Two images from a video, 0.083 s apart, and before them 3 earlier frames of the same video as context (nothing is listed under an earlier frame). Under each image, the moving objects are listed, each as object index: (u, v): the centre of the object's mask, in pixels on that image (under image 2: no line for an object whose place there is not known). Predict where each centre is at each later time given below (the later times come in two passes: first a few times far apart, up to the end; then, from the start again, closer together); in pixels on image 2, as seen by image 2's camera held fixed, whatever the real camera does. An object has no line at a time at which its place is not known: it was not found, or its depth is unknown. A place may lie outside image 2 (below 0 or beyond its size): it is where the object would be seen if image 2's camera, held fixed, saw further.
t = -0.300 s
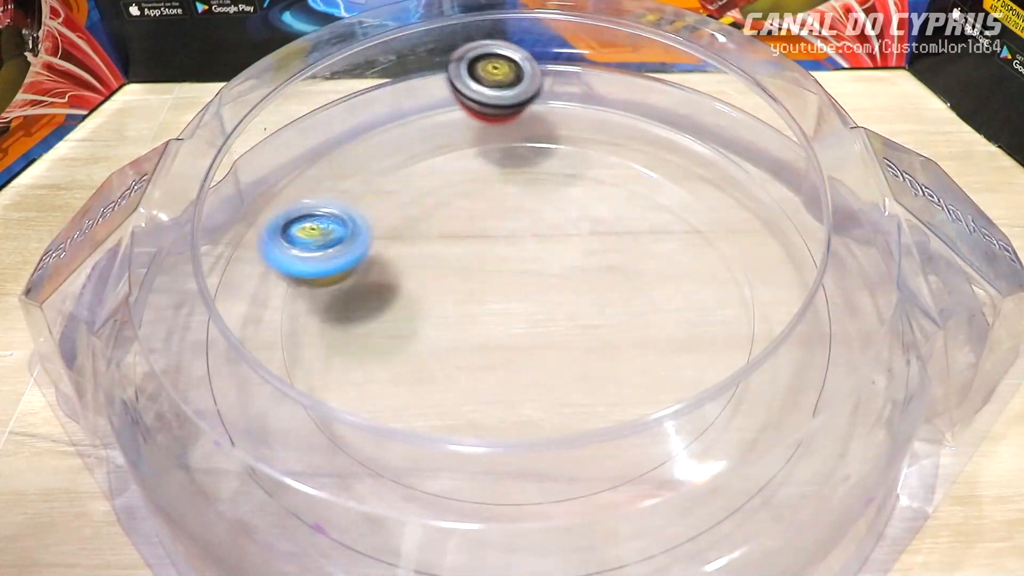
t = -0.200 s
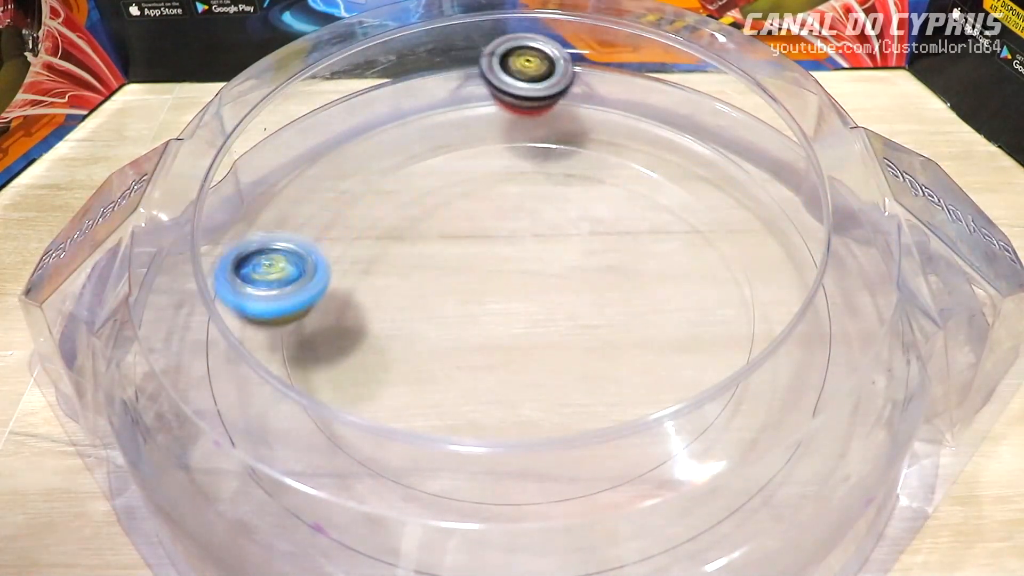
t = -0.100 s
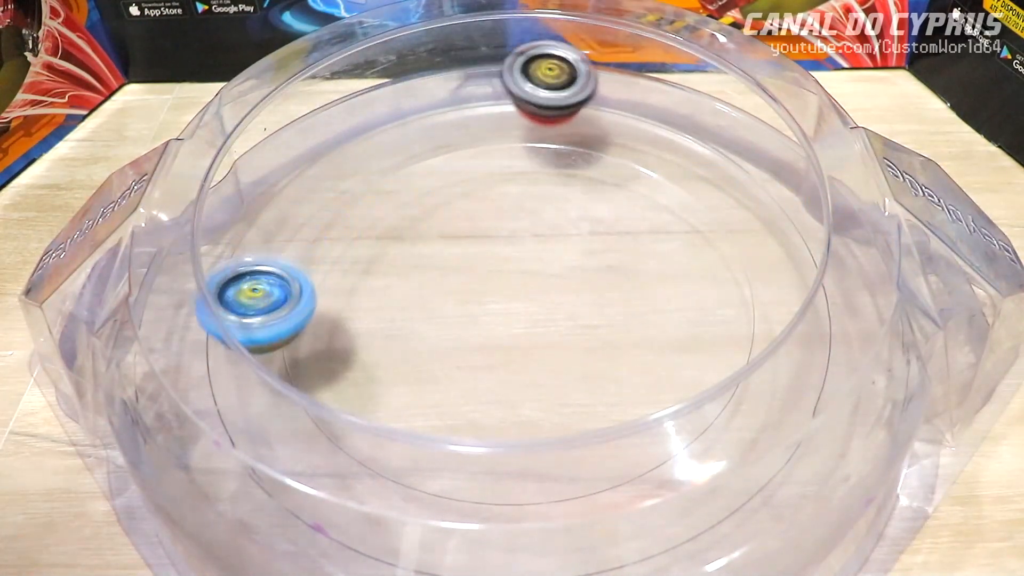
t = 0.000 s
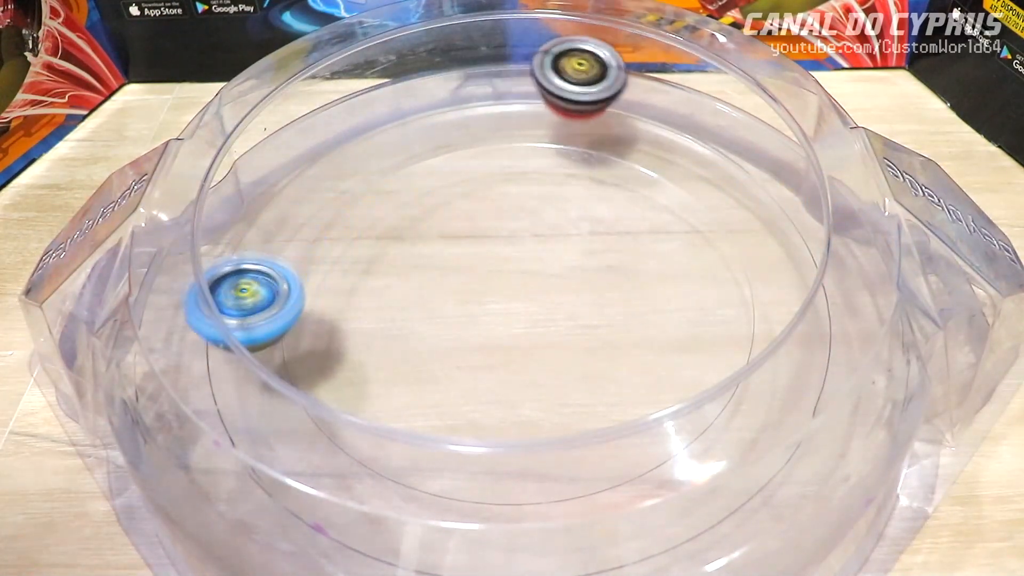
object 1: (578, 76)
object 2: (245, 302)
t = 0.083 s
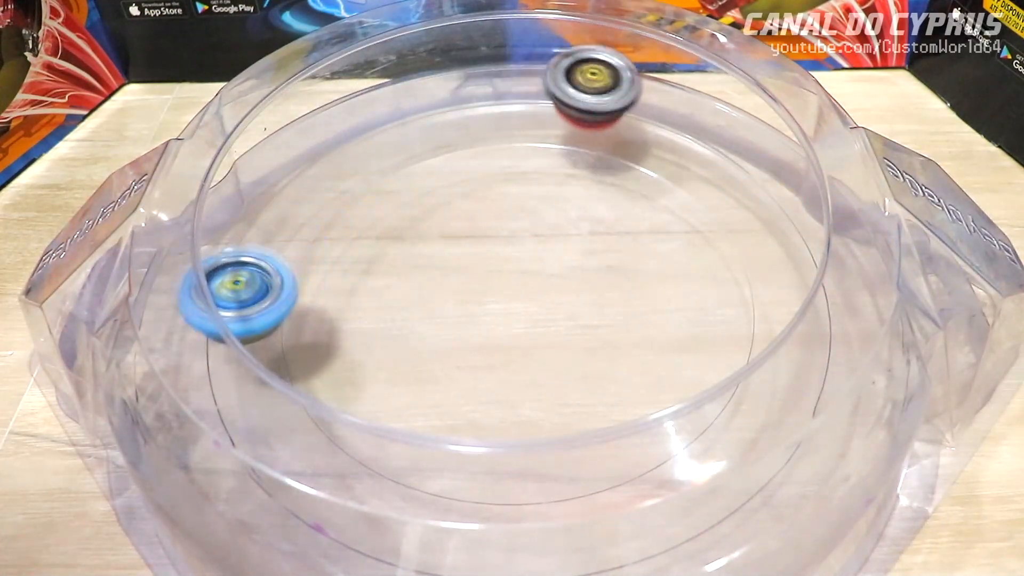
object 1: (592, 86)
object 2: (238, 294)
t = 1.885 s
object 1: (731, 317)
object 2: (556, 295)
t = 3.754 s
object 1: (570, 146)
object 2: (635, 282)
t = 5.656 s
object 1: (302, 240)
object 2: (507, 198)
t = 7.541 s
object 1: (477, 265)
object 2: (594, 212)
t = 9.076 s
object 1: (540, 290)
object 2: (445, 198)
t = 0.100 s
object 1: (596, 86)
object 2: (237, 293)
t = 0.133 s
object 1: (605, 86)
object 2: (235, 289)
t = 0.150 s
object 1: (611, 86)
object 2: (234, 287)
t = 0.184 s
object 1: (620, 84)
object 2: (233, 283)
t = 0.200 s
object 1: (622, 85)
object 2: (233, 281)
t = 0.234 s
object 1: (623, 90)
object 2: (234, 277)
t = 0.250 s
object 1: (625, 91)
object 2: (234, 274)
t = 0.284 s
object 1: (629, 94)
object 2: (235, 271)
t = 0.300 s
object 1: (631, 95)
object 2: (236, 269)
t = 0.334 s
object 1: (641, 96)
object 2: (238, 265)
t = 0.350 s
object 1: (647, 96)
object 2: (238, 264)
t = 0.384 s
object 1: (656, 94)
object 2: (242, 259)
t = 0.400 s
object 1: (658, 96)
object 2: (243, 257)
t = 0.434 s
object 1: (658, 100)
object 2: (248, 253)
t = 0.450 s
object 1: (658, 101)
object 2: (250, 251)
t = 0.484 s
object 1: (662, 103)
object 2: (253, 248)
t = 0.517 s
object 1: (669, 105)
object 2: (256, 245)
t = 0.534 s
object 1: (675, 106)
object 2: (258, 244)
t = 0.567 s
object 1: (685, 107)
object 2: (264, 242)
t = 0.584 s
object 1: (687, 108)
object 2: (267, 239)
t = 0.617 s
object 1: (689, 111)
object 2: (272, 238)
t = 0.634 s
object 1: (688, 112)
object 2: (276, 236)
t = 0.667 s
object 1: (690, 115)
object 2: (281, 235)
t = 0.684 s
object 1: (692, 117)
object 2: (284, 234)
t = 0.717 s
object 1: (699, 122)
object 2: (292, 236)
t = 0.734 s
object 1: (704, 124)
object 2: (298, 238)
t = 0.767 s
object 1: (712, 129)
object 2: (312, 245)
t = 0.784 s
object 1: (716, 131)
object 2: (321, 248)
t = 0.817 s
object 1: (727, 136)
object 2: (338, 256)
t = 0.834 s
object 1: (731, 138)
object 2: (346, 262)
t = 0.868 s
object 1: (741, 143)
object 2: (367, 272)
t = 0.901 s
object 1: (747, 148)
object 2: (390, 281)
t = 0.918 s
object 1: (747, 151)
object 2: (401, 285)
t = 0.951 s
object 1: (752, 154)
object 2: (426, 295)
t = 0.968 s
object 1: (756, 158)
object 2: (438, 300)
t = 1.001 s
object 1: (758, 164)
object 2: (464, 307)
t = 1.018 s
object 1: (762, 166)
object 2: (474, 310)
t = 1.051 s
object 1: (767, 172)
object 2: (496, 314)
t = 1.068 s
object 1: (767, 176)
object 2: (506, 314)
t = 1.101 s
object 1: (772, 182)
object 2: (523, 314)
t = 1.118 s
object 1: (777, 185)
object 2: (532, 314)
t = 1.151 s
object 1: (778, 194)
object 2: (545, 312)
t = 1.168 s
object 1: (784, 196)
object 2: (552, 311)
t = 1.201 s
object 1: (788, 203)
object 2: (563, 308)
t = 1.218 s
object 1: (789, 206)
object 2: (568, 307)
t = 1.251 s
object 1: (793, 212)
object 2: (575, 304)
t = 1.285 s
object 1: (795, 218)
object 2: (583, 301)
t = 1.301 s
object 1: (796, 222)
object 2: (586, 299)
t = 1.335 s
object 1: (799, 230)
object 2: (590, 296)
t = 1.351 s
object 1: (800, 233)
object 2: (592, 293)
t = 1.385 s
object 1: (801, 240)
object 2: (595, 290)
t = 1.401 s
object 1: (801, 244)
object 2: (596, 289)
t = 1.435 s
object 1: (801, 251)
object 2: (597, 286)
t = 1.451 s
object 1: (801, 255)
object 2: (598, 285)
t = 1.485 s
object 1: (801, 262)
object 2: (597, 282)
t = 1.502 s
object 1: (800, 264)
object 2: (597, 281)
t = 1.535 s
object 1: (799, 271)
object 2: (596, 280)
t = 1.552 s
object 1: (799, 274)
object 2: (594, 279)
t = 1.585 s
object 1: (796, 280)
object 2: (592, 279)
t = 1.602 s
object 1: (794, 282)
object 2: (590, 279)
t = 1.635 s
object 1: (791, 289)
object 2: (586, 279)
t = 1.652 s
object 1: (788, 293)
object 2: (584, 280)
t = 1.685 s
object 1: (784, 299)
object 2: (580, 281)
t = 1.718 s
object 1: (778, 304)
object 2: (576, 283)
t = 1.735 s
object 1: (774, 307)
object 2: (574, 284)
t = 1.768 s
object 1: (768, 312)
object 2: (570, 286)
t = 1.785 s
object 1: (765, 315)
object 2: (568, 287)
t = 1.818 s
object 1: (757, 318)
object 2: (564, 290)
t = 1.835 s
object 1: (753, 319)
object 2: (562, 292)
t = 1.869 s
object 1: (739, 318)
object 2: (558, 294)
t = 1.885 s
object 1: (731, 317)
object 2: (556, 295)
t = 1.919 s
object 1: (713, 314)
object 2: (552, 298)
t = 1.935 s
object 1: (702, 310)
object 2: (550, 299)
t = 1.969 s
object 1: (680, 301)
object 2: (545, 302)
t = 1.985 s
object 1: (666, 296)
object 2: (543, 303)
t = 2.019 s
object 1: (655, 279)
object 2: (524, 304)
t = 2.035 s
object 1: (657, 270)
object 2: (505, 303)
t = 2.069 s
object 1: (654, 253)
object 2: (470, 296)
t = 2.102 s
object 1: (641, 239)
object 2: (438, 290)
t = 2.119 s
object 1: (632, 232)
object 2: (424, 287)
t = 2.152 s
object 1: (607, 224)
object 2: (398, 283)
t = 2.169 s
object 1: (592, 221)
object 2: (387, 282)
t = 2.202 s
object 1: (559, 221)
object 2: (367, 281)
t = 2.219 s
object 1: (542, 221)
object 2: (359, 280)
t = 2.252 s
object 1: (506, 227)
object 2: (344, 282)
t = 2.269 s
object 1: (491, 237)
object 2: (339, 283)
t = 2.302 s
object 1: (456, 244)
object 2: (328, 287)
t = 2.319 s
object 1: (445, 257)
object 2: (325, 288)
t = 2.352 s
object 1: (436, 271)
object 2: (302, 294)
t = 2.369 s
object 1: (441, 277)
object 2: (284, 299)
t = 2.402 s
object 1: (454, 291)
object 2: (250, 311)
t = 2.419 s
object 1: (461, 300)
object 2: (231, 319)
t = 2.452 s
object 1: (477, 315)
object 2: (203, 328)
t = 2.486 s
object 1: (502, 334)
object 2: (187, 333)
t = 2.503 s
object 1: (514, 337)
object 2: (183, 338)
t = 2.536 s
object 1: (545, 345)
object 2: (169, 343)
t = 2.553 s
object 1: (560, 344)
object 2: (168, 342)
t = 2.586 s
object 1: (591, 341)
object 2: (172, 339)
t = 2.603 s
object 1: (605, 336)
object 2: (173, 336)
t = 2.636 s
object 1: (631, 324)
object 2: (177, 329)
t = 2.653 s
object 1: (640, 313)
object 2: (178, 326)
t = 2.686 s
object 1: (655, 295)
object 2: (181, 317)
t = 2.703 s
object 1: (659, 284)
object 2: (183, 314)
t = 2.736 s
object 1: (661, 261)
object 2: (184, 308)
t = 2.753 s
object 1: (657, 249)
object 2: (184, 303)
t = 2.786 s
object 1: (646, 228)
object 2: (185, 297)
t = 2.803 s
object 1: (636, 219)
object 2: (186, 294)
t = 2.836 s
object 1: (612, 203)
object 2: (187, 286)
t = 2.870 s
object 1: (583, 192)
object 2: (189, 279)
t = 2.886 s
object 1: (565, 189)
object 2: (190, 275)
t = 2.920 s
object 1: (531, 186)
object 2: (194, 269)
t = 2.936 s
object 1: (513, 187)
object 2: (198, 265)
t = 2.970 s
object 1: (477, 192)
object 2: (204, 259)
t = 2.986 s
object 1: (459, 198)
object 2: (207, 256)
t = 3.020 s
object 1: (428, 212)
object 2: (213, 250)
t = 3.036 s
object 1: (413, 221)
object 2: (217, 248)
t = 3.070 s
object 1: (389, 240)
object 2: (229, 247)
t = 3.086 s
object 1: (379, 253)
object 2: (237, 247)
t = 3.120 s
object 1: (365, 280)
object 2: (254, 243)
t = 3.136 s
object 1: (363, 292)
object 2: (259, 238)
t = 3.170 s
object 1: (365, 321)
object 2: (270, 233)
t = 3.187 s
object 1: (369, 335)
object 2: (275, 228)
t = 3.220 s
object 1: (388, 367)
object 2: (288, 221)
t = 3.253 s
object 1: (417, 388)
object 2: (300, 216)
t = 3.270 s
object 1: (433, 404)
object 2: (306, 214)
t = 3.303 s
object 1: (472, 419)
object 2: (323, 213)
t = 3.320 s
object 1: (494, 425)
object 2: (331, 216)
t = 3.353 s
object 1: (542, 427)
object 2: (350, 220)
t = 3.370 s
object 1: (565, 426)
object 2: (360, 222)
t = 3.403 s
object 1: (609, 414)
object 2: (381, 229)
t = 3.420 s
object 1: (637, 413)
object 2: (391, 232)
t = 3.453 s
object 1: (669, 381)
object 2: (414, 242)
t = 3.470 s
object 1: (685, 372)
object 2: (424, 245)
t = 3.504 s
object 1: (706, 337)
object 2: (449, 256)
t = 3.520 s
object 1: (714, 322)
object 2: (460, 262)
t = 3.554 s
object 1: (719, 291)
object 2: (484, 271)
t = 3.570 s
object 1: (717, 273)
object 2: (496, 276)
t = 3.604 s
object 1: (707, 241)
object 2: (520, 284)
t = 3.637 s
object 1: (687, 213)
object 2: (547, 289)
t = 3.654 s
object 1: (673, 200)
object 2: (561, 291)
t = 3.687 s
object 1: (644, 176)
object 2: (588, 289)
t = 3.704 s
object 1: (627, 167)
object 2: (602, 288)
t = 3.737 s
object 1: (588, 150)
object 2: (624, 284)
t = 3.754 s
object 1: (570, 146)
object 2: (635, 282)
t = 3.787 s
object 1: (528, 138)
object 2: (657, 276)
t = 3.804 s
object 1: (507, 136)
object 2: (665, 273)
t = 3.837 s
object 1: (465, 137)
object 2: (680, 267)
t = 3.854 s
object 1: (445, 137)
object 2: (686, 266)
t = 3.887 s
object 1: (406, 143)
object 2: (693, 263)
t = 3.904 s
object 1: (386, 148)
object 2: (695, 261)
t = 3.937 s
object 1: (350, 163)
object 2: (697, 260)
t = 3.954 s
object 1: (334, 172)
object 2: (696, 260)
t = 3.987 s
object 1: (303, 192)
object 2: (693, 259)
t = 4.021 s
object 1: (275, 209)
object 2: (688, 260)
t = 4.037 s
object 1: (260, 218)
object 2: (685, 262)
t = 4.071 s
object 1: (240, 232)
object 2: (676, 264)
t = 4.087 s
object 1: (229, 241)
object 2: (671, 265)
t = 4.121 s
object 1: (211, 257)
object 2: (656, 268)
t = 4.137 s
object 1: (207, 264)
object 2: (649, 270)
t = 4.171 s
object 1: (206, 284)
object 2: (633, 273)
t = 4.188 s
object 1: (210, 295)
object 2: (623, 275)
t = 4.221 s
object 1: (216, 317)
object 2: (604, 280)
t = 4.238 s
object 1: (218, 327)
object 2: (594, 283)
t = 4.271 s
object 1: (220, 345)
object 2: (572, 288)
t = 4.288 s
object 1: (220, 354)
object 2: (562, 290)
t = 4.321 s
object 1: (222, 371)
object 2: (539, 295)
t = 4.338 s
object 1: (224, 380)
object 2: (527, 298)
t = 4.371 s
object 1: (236, 398)
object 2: (503, 304)
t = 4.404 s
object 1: (249, 413)
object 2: (482, 311)
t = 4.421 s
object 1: (257, 420)
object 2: (471, 314)
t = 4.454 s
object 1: (271, 430)
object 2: (452, 321)
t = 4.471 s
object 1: (280, 434)
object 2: (443, 325)
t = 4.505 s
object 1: (296, 444)
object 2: (429, 332)
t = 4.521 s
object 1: (304, 446)
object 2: (423, 335)
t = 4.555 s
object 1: (323, 451)
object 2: (413, 342)
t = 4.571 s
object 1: (334, 454)
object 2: (408, 346)
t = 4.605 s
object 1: (357, 457)
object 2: (401, 352)
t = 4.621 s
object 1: (367, 456)
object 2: (398, 353)
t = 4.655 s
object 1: (391, 457)
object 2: (393, 354)
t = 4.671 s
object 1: (404, 457)
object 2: (392, 356)
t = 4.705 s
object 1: (428, 454)
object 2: (390, 359)
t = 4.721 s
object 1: (442, 452)
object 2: (389, 361)
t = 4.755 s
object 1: (474, 445)
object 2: (392, 366)
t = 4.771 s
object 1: (495, 438)
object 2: (394, 366)
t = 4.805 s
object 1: (532, 423)
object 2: (399, 364)
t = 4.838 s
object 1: (574, 407)
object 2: (405, 362)
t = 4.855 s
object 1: (591, 391)
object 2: (410, 360)
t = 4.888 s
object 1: (627, 372)
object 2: (419, 355)
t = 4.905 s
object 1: (643, 360)
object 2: (424, 352)
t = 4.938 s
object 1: (663, 334)
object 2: (436, 346)
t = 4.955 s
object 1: (670, 318)
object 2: (443, 342)
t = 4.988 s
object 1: (676, 288)
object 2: (456, 335)
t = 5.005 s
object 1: (678, 271)
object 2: (462, 330)
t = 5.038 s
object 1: (671, 239)
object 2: (475, 322)
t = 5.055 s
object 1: (665, 225)
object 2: (481, 316)
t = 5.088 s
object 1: (647, 197)
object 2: (492, 304)
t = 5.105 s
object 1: (638, 184)
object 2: (497, 297)
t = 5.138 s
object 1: (612, 163)
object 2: (507, 281)
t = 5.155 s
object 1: (599, 152)
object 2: (510, 273)
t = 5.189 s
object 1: (568, 135)
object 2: (515, 258)
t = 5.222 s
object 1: (532, 123)
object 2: (518, 243)
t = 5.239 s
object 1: (514, 119)
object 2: (520, 235)
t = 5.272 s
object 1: (478, 115)
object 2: (518, 223)
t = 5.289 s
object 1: (460, 117)
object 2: (518, 216)
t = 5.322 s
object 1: (426, 123)
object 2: (516, 207)
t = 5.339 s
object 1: (411, 126)
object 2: (515, 202)
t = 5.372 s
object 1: (382, 135)
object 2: (512, 194)
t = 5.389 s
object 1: (370, 140)
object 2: (511, 190)
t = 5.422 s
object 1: (349, 151)
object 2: (509, 184)
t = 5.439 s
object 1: (340, 157)
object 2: (507, 181)
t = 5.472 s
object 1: (327, 167)
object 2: (506, 178)
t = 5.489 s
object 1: (321, 171)
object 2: (506, 178)
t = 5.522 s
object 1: (313, 181)
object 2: (505, 178)
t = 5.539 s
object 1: (310, 186)
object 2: (504, 178)
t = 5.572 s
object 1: (306, 196)
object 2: (504, 182)
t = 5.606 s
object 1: (301, 208)
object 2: (505, 187)
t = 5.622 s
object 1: (299, 216)
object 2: (505, 191)
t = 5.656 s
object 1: (302, 240)
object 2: (507, 198)
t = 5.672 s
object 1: (305, 253)
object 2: (509, 202)
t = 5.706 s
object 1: (312, 280)
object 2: (512, 212)
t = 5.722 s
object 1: (319, 294)
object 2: (513, 217)
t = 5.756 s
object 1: (339, 325)
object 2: (516, 229)
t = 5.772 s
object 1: (353, 338)
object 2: (518, 234)
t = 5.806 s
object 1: (389, 363)
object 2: (521, 246)
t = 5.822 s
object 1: (410, 372)
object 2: (522, 253)
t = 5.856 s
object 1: (455, 384)
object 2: (525, 266)
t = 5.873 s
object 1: (475, 387)
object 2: (529, 273)
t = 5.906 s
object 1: (522, 388)
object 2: (535, 283)
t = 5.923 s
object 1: (547, 385)
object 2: (539, 287)
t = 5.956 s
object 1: (589, 375)
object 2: (545, 294)
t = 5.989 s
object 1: (628, 361)
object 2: (552, 305)
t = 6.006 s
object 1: (650, 354)
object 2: (556, 308)
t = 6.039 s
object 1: (685, 339)
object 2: (564, 309)
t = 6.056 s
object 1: (698, 330)
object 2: (565, 306)
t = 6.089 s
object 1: (723, 309)
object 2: (568, 305)
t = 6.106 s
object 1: (731, 300)
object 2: (569, 306)
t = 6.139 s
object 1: (742, 281)
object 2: (570, 305)
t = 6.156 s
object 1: (744, 272)
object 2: (571, 305)
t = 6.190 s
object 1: (745, 254)
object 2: (572, 305)
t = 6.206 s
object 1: (742, 244)
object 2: (571, 306)
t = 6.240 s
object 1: (731, 229)
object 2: (571, 307)
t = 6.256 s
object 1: (722, 222)
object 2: (570, 307)
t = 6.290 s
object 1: (706, 211)
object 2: (568, 307)
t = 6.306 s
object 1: (700, 207)
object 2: (566, 309)
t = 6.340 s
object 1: (682, 201)
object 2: (562, 309)
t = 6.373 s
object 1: (662, 197)
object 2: (558, 309)
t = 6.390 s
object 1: (653, 196)
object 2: (555, 310)
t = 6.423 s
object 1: (634, 196)
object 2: (550, 310)
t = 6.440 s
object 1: (624, 197)
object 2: (548, 310)
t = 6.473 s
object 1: (604, 200)
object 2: (544, 310)
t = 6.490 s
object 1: (593, 202)
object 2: (542, 310)
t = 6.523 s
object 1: (572, 207)
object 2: (538, 311)
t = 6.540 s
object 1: (560, 212)
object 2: (535, 311)
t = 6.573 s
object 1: (536, 219)
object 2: (530, 311)
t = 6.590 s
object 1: (524, 223)
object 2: (527, 311)
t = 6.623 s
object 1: (500, 229)
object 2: (521, 316)
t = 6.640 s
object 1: (487, 231)
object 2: (517, 321)
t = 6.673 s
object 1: (465, 237)
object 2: (509, 328)
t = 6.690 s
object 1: (454, 239)
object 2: (505, 329)
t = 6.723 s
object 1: (435, 251)
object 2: (499, 330)
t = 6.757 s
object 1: (418, 262)
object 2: (495, 330)
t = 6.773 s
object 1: (410, 268)
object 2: (494, 335)
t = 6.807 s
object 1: (393, 271)
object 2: (496, 341)
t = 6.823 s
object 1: (388, 273)
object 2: (496, 343)
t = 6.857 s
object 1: (378, 278)
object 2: (498, 344)
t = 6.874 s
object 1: (375, 281)
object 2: (497, 345)
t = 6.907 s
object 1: (374, 288)
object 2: (496, 342)
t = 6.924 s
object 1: (377, 290)
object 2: (496, 341)
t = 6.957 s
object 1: (384, 295)
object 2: (496, 337)
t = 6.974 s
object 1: (384, 295)
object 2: (498, 334)
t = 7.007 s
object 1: (385, 293)
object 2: (507, 328)
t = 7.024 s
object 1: (388, 293)
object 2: (510, 325)
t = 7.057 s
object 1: (395, 292)
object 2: (517, 317)
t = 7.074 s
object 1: (399, 292)
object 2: (519, 312)
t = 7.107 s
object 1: (398, 289)
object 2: (533, 301)
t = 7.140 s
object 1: (386, 281)
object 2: (562, 293)
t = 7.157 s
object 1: (382, 278)
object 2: (572, 286)
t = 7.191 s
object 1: (378, 273)
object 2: (591, 276)
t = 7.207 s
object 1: (378, 271)
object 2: (599, 269)
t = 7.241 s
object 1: (381, 267)
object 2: (608, 256)
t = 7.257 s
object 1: (382, 265)
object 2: (610, 249)
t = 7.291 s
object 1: (388, 261)
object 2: (612, 237)
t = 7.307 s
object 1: (393, 267)
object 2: (613, 232)
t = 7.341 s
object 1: (405, 270)
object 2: (612, 221)
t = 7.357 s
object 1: (409, 270)
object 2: (611, 217)
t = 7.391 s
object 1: (419, 269)
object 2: (610, 210)
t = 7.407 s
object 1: (425, 268)
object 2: (608, 208)
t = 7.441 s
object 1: (436, 267)
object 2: (606, 206)
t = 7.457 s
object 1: (442, 267)
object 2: (604, 206)
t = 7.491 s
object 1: (455, 267)
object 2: (600, 207)
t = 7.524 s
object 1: (470, 265)
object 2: (596, 211)
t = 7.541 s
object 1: (477, 265)
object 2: (594, 212)
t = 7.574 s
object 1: (491, 261)
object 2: (590, 218)
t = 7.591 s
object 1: (484, 260)
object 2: (602, 216)
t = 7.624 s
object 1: (471, 260)
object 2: (624, 218)
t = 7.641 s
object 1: (467, 260)
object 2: (633, 219)
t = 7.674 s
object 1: (463, 262)
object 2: (645, 224)
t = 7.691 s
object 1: (462, 263)
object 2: (649, 228)
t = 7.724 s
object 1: (463, 266)
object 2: (653, 233)
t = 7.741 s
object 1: (463, 267)
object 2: (654, 237)
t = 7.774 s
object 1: (469, 272)
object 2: (655, 243)
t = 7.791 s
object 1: (472, 273)
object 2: (656, 248)
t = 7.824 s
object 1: (478, 279)
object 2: (653, 256)
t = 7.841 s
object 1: (482, 280)
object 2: (650, 262)
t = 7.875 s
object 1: (490, 285)
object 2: (644, 270)
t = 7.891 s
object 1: (494, 288)
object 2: (640, 276)
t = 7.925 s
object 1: (508, 292)
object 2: (631, 286)
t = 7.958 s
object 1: (507, 286)
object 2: (632, 306)
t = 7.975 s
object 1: (491, 276)
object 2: (654, 319)
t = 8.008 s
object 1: (467, 257)
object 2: (684, 347)
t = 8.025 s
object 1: (456, 250)
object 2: (703, 366)
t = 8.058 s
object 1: (440, 238)
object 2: (721, 385)
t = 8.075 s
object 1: (429, 228)
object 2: (733, 406)
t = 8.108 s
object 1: (417, 213)
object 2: (752, 443)
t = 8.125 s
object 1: (413, 215)
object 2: (760, 462)
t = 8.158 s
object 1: (412, 213)
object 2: (771, 493)
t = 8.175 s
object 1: (411, 215)
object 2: (765, 499)
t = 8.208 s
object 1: (412, 218)
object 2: (728, 495)
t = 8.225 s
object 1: (412, 222)
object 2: (711, 486)
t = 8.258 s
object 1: (417, 225)
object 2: (673, 479)
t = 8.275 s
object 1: (420, 230)
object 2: (657, 475)
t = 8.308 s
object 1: (424, 235)
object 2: (620, 462)
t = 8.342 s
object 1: (437, 255)
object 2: (583, 456)
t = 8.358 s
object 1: (439, 259)
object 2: (569, 455)
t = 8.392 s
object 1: (447, 266)
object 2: (536, 443)
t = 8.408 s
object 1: (450, 270)
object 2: (526, 442)
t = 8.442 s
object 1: (459, 278)
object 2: (500, 429)
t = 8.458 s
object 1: (462, 281)
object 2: (490, 412)
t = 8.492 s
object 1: (470, 287)
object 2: (471, 402)
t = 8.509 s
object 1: (474, 289)
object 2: (464, 394)
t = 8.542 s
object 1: (483, 290)
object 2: (451, 370)
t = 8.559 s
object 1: (491, 291)
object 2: (434, 368)
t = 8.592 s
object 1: (519, 276)
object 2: (404, 363)
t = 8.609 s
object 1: (530, 270)
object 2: (390, 358)
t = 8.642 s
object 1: (551, 260)
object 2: (366, 347)
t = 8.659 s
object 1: (559, 256)
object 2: (358, 342)
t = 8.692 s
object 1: (571, 253)
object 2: (343, 327)
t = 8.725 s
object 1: (575, 252)
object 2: (337, 313)
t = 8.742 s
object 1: (576, 253)
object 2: (334, 306)
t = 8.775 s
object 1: (572, 243)
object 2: (334, 289)
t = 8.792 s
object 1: (575, 254)
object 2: (335, 283)
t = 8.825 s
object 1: (573, 256)
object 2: (338, 267)
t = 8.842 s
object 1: (573, 257)
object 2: (341, 259)
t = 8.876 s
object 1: (571, 259)
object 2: (352, 248)
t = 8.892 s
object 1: (571, 260)
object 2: (357, 242)
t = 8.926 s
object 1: (568, 262)
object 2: (372, 230)
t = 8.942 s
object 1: (567, 264)
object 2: (378, 226)
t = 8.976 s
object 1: (560, 264)
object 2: (392, 215)
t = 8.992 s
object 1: (558, 267)
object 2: (400, 211)
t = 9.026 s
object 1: (552, 276)
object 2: (418, 206)
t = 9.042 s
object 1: (550, 284)
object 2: (428, 203)
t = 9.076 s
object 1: (540, 290)
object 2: (445, 198)
